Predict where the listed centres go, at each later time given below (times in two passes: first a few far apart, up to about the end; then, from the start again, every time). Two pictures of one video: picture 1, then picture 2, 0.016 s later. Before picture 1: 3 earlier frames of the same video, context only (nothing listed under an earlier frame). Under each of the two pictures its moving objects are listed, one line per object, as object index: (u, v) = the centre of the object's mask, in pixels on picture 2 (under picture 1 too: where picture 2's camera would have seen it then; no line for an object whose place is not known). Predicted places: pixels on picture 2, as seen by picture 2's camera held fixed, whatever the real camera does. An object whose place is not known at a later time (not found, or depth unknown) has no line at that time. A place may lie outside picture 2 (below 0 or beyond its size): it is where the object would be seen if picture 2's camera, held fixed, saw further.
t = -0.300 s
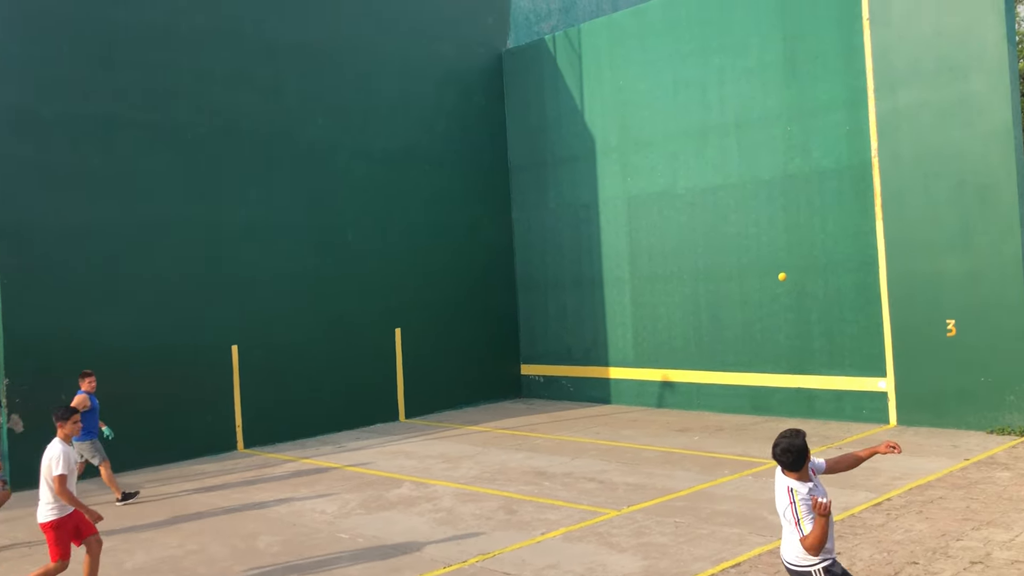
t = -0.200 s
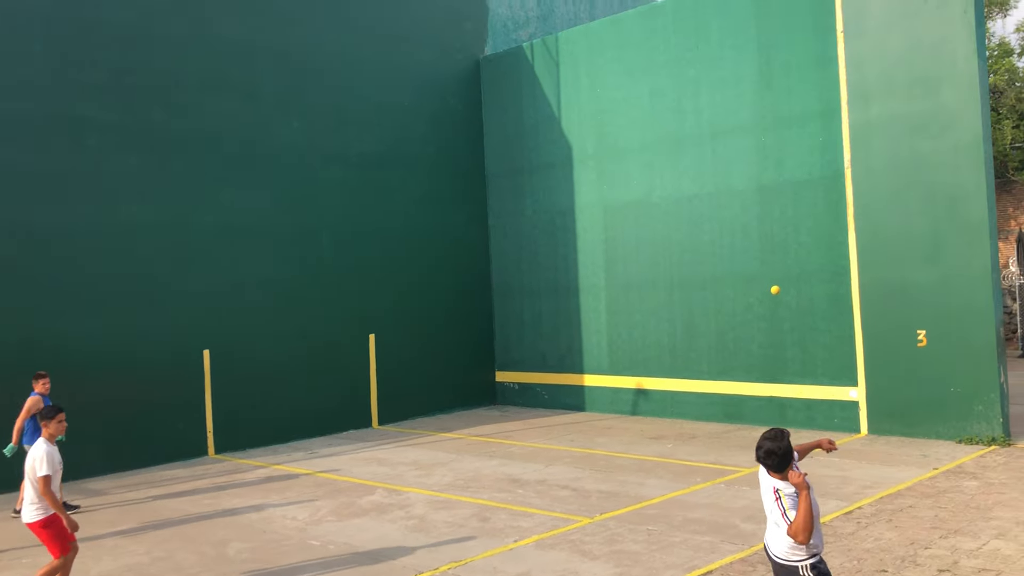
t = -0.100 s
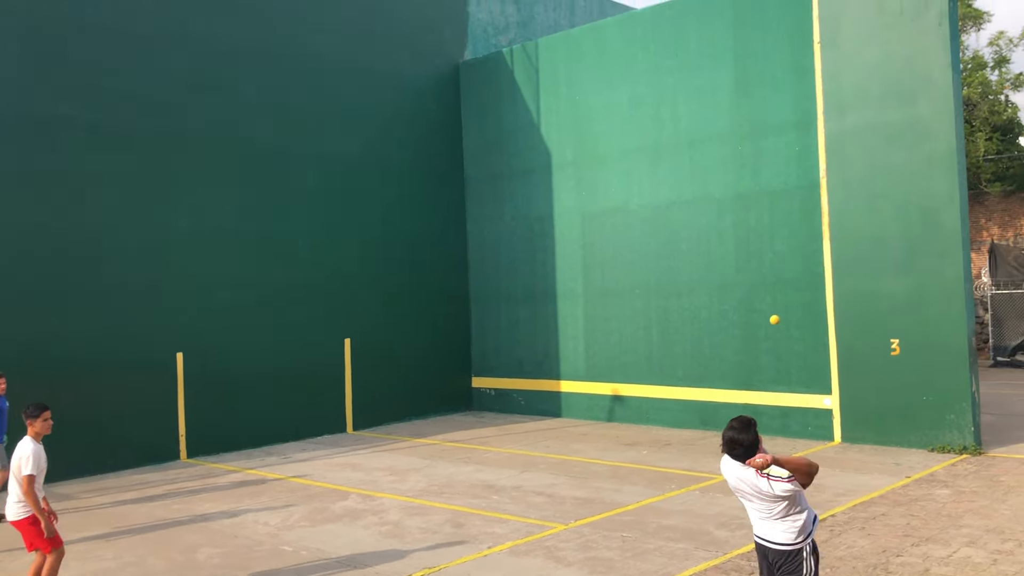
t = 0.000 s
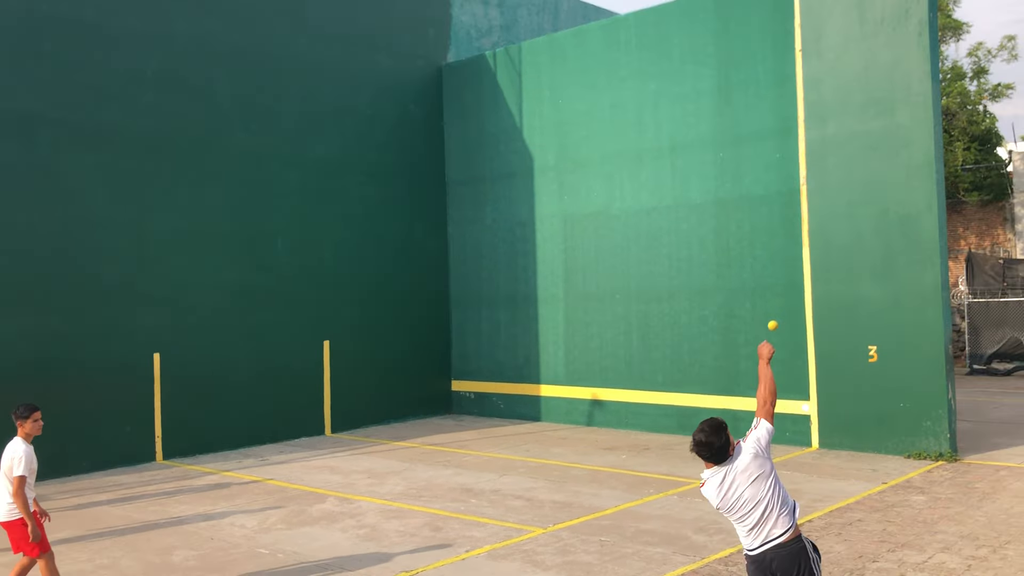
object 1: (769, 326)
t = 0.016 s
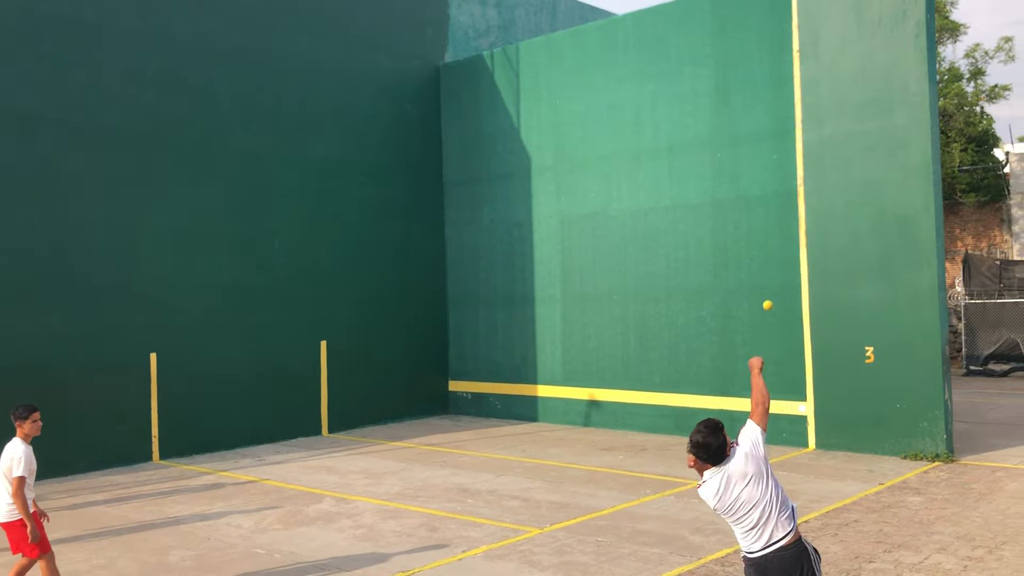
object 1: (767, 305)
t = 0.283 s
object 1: (749, 166)
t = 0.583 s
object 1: (743, 158)
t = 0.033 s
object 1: (765, 287)
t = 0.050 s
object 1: (763, 270)
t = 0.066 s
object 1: (762, 256)
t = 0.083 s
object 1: (760, 243)
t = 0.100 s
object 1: (759, 231)
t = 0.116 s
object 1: (757, 222)
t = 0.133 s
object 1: (756, 213)
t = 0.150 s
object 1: (755, 205)
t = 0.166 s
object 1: (754, 198)
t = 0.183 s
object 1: (753, 191)
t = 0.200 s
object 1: (752, 186)
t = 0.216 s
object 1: (752, 181)
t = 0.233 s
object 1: (751, 176)
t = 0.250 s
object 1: (750, 172)
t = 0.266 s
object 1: (750, 169)
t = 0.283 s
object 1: (749, 166)
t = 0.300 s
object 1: (749, 163)
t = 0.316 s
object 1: (748, 161)
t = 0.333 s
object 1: (748, 159)
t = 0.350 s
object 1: (747, 157)
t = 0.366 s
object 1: (747, 156)
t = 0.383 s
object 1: (746, 155)
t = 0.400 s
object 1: (746, 155)
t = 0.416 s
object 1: (746, 154)
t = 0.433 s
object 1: (745, 154)
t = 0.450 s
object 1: (745, 153)
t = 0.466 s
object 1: (745, 153)
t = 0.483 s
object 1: (744, 153)
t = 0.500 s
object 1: (744, 154)
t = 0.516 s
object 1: (744, 154)
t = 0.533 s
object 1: (744, 155)
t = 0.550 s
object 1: (744, 156)
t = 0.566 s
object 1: (743, 156)
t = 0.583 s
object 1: (743, 158)
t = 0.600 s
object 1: (734, 157)
